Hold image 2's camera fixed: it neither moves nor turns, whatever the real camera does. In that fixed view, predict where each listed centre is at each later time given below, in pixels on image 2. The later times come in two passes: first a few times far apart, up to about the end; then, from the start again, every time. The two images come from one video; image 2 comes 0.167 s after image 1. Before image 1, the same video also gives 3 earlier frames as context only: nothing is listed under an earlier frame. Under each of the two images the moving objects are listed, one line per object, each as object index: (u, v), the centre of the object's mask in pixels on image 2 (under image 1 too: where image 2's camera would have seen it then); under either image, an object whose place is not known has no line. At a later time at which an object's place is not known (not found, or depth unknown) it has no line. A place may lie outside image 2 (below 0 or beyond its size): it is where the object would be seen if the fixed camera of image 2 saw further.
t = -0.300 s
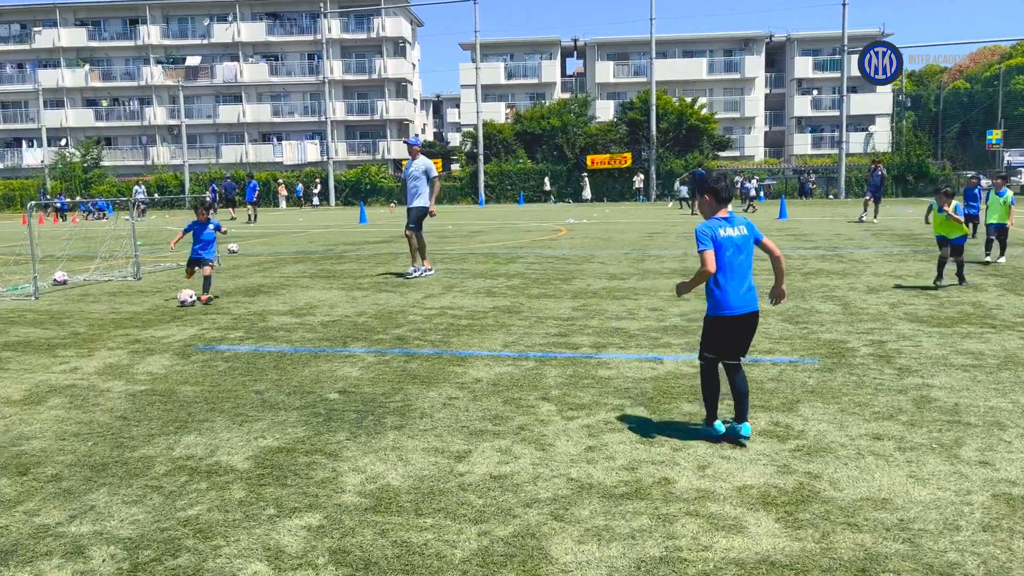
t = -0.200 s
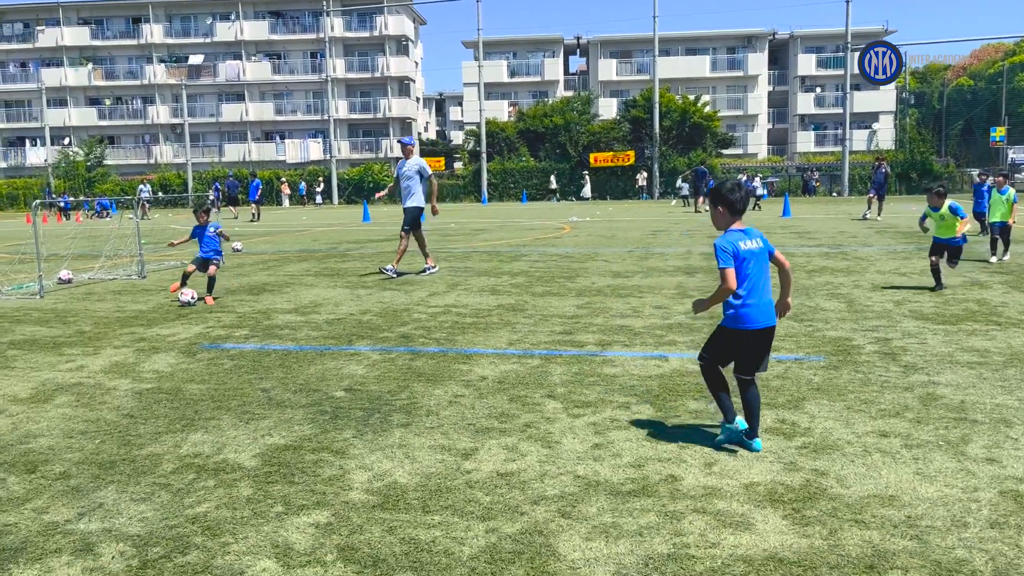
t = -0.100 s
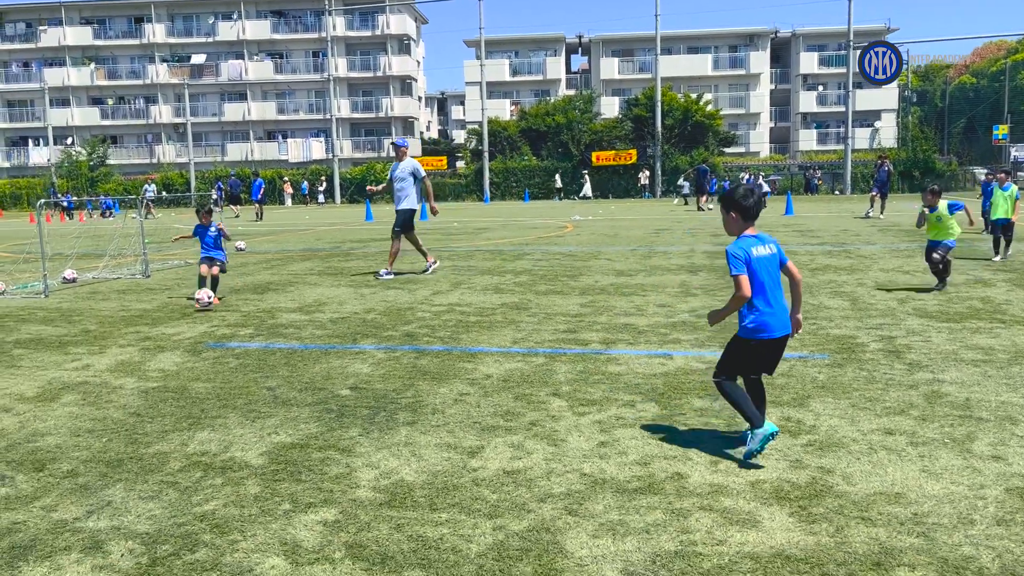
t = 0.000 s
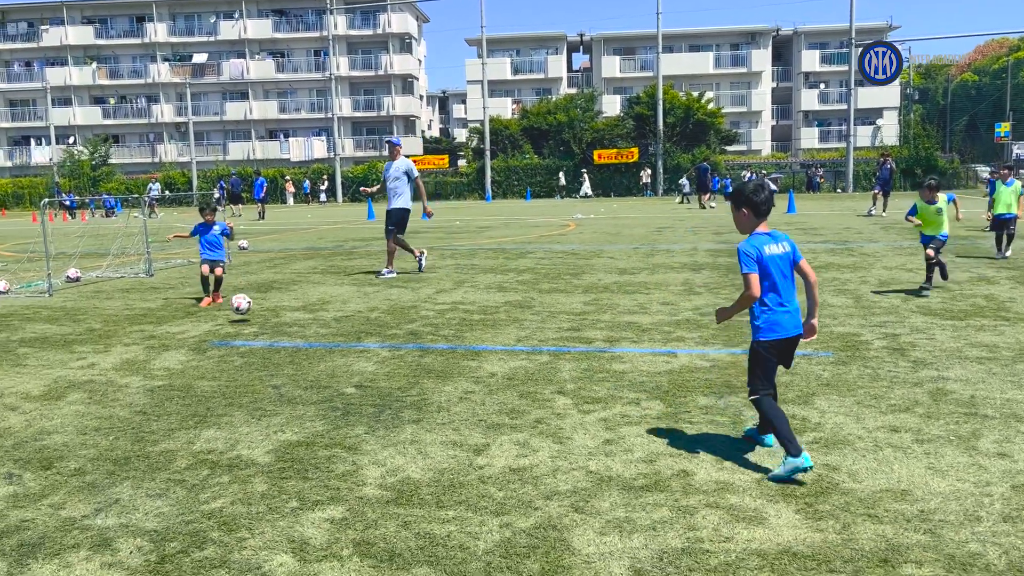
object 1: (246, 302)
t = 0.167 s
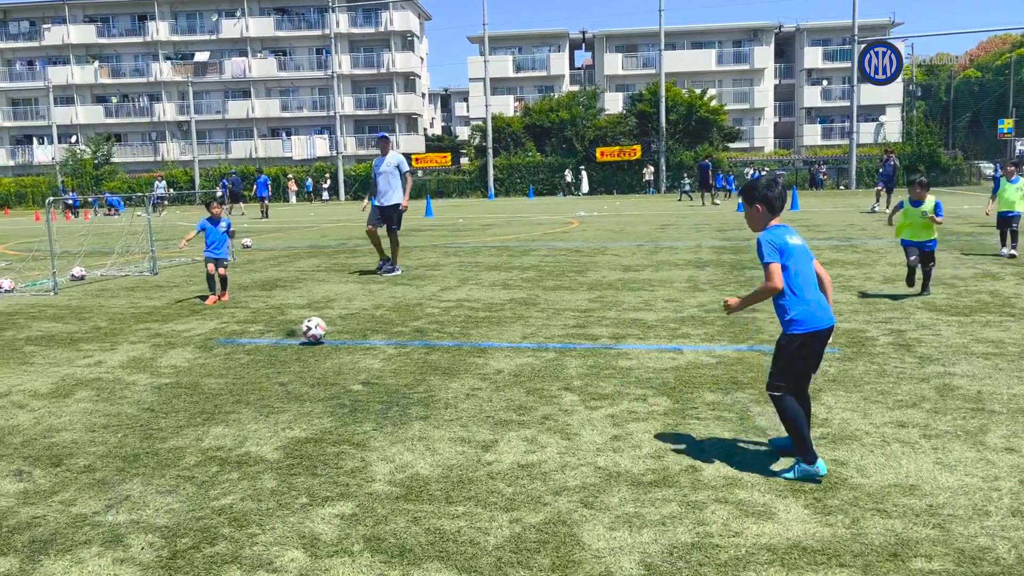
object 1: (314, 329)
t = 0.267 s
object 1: (361, 348)
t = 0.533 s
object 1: (509, 403)
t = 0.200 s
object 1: (328, 335)
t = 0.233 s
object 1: (345, 341)
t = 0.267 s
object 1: (361, 348)
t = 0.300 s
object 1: (378, 355)
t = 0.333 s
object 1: (394, 360)
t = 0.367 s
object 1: (412, 366)
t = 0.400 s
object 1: (430, 372)
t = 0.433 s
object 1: (449, 380)
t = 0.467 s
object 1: (469, 386)
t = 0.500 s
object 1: (488, 394)
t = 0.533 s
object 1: (509, 403)
